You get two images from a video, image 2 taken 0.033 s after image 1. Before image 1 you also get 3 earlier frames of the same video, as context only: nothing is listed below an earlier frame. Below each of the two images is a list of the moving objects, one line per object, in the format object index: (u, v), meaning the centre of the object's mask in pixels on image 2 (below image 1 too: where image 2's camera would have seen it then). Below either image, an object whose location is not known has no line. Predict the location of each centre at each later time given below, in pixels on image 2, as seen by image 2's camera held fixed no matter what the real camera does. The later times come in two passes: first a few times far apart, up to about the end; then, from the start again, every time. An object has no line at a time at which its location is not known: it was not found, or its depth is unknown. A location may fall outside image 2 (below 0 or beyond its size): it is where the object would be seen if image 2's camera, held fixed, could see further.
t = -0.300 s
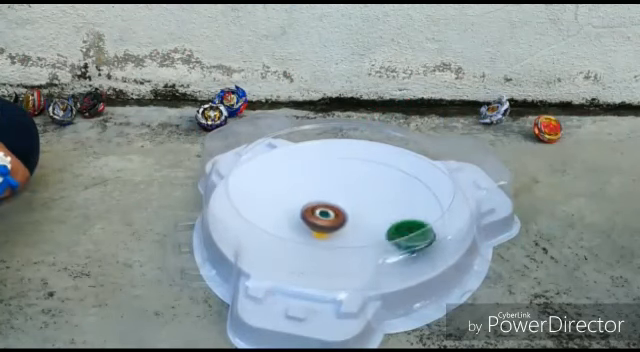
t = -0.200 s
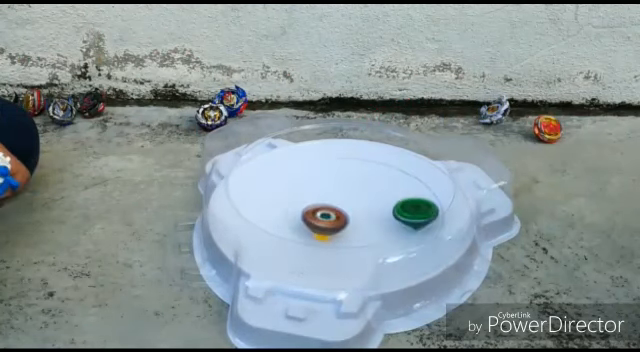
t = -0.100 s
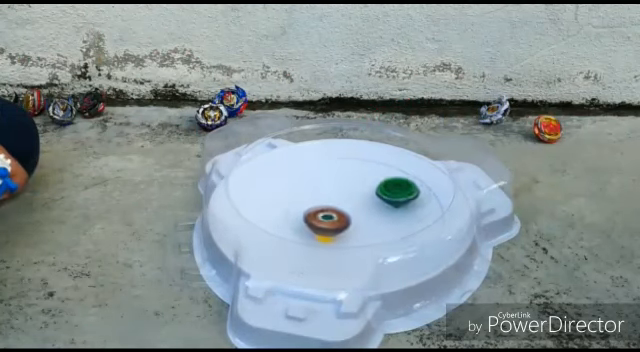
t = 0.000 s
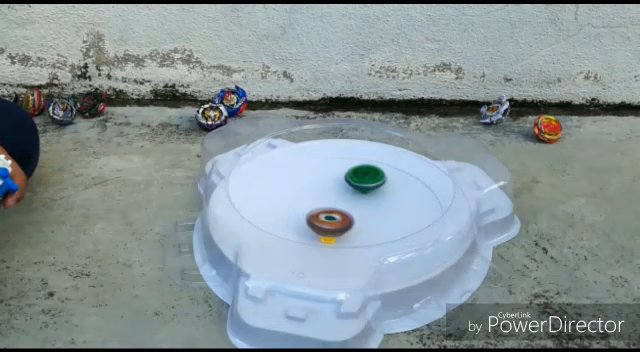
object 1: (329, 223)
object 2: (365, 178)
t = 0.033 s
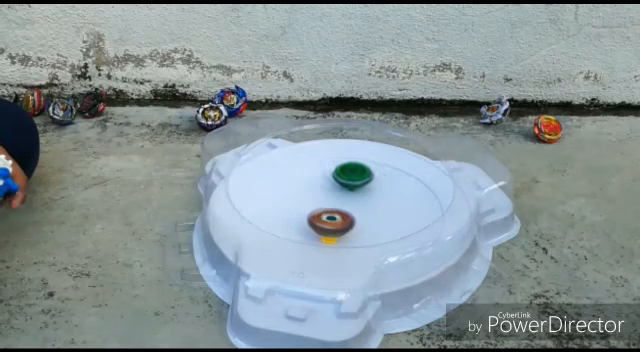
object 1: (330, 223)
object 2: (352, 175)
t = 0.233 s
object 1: (339, 224)
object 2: (281, 182)
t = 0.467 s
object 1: (350, 220)
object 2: (266, 227)
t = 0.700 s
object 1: (355, 212)
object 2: (383, 239)
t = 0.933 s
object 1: (350, 207)
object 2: (404, 190)
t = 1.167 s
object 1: (340, 202)
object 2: (340, 166)
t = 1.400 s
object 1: (334, 202)
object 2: (281, 196)
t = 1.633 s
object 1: (331, 204)
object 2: (311, 243)
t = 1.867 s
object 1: (331, 210)
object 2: (396, 240)
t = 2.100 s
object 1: (336, 218)
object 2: (405, 198)
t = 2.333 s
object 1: (343, 221)
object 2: (336, 179)
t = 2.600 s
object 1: (347, 220)
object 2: (271, 205)
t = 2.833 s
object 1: (348, 217)
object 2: (306, 243)
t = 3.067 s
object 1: (342, 212)
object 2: (384, 233)
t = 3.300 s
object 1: (333, 205)
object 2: (394, 191)
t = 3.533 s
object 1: (330, 205)
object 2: (338, 171)
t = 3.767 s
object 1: (331, 206)
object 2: (285, 196)
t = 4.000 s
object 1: (335, 211)
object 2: (303, 235)
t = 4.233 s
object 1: (343, 215)
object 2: (375, 241)
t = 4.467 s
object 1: (349, 215)
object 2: (401, 207)
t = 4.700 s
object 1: (350, 215)
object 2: (355, 182)
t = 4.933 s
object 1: (349, 213)
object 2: (295, 190)
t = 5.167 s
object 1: (342, 211)
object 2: (285, 224)
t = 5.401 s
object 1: (334, 210)
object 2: (345, 242)
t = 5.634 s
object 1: (332, 213)
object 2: (393, 217)
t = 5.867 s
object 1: (332, 214)
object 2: (375, 186)
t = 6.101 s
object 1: (335, 215)
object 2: (320, 184)
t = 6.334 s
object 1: (340, 213)
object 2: (289, 211)
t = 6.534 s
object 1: (343, 209)
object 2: (308, 236)
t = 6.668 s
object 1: (342, 207)
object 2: (341, 241)
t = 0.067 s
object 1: (331, 224)
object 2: (340, 174)
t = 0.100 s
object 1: (333, 224)
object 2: (326, 173)
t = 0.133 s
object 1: (334, 224)
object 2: (314, 174)
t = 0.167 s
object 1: (336, 224)
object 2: (302, 176)
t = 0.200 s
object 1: (338, 224)
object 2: (291, 178)
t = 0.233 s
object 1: (339, 224)
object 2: (281, 182)
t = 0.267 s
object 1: (341, 224)
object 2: (272, 186)
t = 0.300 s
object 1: (343, 223)
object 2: (266, 192)
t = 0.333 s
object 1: (345, 223)
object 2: (261, 198)
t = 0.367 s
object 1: (346, 222)
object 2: (258, 205)
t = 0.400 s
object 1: (347, 222)
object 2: (258, 212)
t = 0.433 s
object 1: (349, 221)
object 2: (260, 219)
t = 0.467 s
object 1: (350, 220)
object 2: (266, 227)
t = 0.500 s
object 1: (351, 219)
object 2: (274, 234)
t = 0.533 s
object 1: (353, 218)
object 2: (286, 241)
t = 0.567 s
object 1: (353, 218)
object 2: (299, 245)
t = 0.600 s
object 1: (354, 217)
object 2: (313, 248)
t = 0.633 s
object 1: (354, 216)
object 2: (328, 249)
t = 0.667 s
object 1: (355, 213)
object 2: (371, 243)
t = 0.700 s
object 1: (355, 212)
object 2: (383, 239)
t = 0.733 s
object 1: (354, 212)
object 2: (393, 234)
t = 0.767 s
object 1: (355, 211)
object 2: (400, 226)
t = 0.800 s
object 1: (354, 210)
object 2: (406, 219)
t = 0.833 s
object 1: (353, 209)
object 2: (409, 212)
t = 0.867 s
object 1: (352, 208)
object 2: (409, 204)
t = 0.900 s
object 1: (351, 207)
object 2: (408, 197)
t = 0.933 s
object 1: (350, 207)
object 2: (404, 190)
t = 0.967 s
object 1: (348, 206)
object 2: (398, 184)
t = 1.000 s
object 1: (347, 205)
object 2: (391, 178)
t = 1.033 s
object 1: (346, 205)
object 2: (383, 174)
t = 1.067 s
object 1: (344, 204)
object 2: (374, 170)
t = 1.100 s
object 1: (343, 203)
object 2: (363, 167)
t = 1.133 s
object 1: (342, 203)
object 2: (352, 166)
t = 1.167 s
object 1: (340, 202)
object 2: (340, 166)
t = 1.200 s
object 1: (340, 202)
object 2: (329, 167)
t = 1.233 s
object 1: (339, 202)
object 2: (318, 169)
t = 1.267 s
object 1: (338, 202)
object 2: (308, 173)
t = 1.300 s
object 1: (337, 202)
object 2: (299, 177)
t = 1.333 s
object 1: (336, 202)
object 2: (291, 183)
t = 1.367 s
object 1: (335, 202)
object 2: (285, 189)
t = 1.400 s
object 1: (334, 202)
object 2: (281, 196)
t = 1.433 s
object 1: (334, 202)
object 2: (279, 203)
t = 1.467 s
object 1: (333, 202)
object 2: (278, 211)
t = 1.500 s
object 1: (333, 203)
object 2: (281, 219)
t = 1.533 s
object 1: (333, 203)
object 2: (285, 226)
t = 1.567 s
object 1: (332, 203)
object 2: (292, 233)
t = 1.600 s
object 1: (332, 204)
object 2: (301, 238)
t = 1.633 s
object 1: (331, 204)
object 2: (311, 243)
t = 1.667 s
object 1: (331, 205)
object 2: (322, 246)
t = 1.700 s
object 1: (331, 206)
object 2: (335, 249)
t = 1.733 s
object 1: (331, 207)
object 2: (349, 250)
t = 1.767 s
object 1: (331, 208)
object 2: (362, 249)
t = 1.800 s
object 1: (331, 209)
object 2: (374, 247)
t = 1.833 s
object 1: (331, 210)
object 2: (385, 244)
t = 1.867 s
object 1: (331, 210)
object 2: (396, 240)
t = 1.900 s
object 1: (332, 212)
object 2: (404, 236)
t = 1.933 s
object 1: (332, 213)
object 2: (411, 229)
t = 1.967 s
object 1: (333, 214)
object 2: (414, 222)
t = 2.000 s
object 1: (334, 215)
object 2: (415, 215)
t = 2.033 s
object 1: (335, 216)
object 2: (414, 209)
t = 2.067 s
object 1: (336, 217)
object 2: (410, 203)
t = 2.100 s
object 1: (336, 218)
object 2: (405, 198)
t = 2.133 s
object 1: (338, 219)
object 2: (397, 192)
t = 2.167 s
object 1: (339, 220)
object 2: (389, 188)
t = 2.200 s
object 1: (340, 220)
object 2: (380, 185)
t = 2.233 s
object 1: (341, 220)
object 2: (369, 182)
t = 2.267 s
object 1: (342, 221)
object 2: (359, 180)
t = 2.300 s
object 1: (343, 221)
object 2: (347, 179)
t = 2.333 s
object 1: (343, 221)
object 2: (336, 179)
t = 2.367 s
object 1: (344, 221)
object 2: (324, 180)
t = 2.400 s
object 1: (344, 222)
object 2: (314, 181)
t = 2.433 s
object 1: (345, 221)
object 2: (304, 184)
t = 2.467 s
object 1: (346, 221)
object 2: (294, 187)
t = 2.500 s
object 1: (346, 221)
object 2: (286, 190)
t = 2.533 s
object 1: (347, 221)
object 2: (279, 195)
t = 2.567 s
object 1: (347, 221)
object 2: (274, 200)
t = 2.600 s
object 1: (347, 220)
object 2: (271, 205)
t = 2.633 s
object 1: (347, 220)
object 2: (269, 212)
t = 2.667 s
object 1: (347, 220)
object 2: (270, 217)
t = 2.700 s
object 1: (348, 220)
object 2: (273, 224)
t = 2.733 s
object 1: (348, 219)
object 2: (278, 230)
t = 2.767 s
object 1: (348, 219)
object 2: (285, 235)
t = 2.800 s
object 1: (348, 218)
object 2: (295, 240)
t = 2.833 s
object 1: (348, 217)
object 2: (306, 243)
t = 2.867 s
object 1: (347, 216)
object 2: (318, 246)
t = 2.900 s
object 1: (347, 215)
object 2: (330, 247)
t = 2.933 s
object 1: (346, 214)
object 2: (342, 246)
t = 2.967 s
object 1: (345, 213)
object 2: (354, 245)
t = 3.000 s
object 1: (344, 213)
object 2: (366, 242)
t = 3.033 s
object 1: (343, 212)
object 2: (375, 238)
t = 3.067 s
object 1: (342, 212)
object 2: (384, 233)
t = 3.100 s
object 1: (341, 210)
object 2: (391, 228)
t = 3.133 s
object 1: (340, 209)
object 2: (396, 222)
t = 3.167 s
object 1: (338, 208)
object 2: (399, 215)
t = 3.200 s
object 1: (337, 207)
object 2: (400, 209)
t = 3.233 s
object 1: (335, 207)
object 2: (400, 203)
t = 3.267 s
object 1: (334, 206)
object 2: (398, 197)
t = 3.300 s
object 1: (333, 205)
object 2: (394, 191)
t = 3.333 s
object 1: (332, 205)
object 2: (389, 186)
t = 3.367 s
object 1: (332, 205)
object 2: (382, 182)
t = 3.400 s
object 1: (331, 205)
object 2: (375, 178)
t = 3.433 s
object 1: (330, 205)
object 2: (367, 174)
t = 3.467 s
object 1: (330, 205)
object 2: (357, 172)
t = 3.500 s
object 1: (330, 205)
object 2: (348, 171)
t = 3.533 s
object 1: (330, 205)
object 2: (338, 171)
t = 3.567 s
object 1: (330, 205)
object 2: (328, 172)
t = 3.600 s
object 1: (330, 205)
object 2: (319, 174)
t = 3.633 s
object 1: (330, 205)
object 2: (310, 177)
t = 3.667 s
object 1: (330, 205)
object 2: (303, 181)
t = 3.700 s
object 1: (330, 206)
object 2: (296, 186)
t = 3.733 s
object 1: (330, 206)
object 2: (290, 190)
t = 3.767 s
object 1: (331, 206)
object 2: (285, 196)
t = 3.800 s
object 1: (331, 207)
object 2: (283, 201)
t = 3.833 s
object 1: (331, 208)
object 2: (282, 208)
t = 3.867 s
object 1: (332, 208)
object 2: (283, 214)
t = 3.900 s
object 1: (332, 209)
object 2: (285, 220)
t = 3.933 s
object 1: (333, 209)
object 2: (290, 225)
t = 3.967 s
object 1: (334, 210)
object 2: (296, 230)
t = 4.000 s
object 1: (335, 211)
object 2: (303, 235)
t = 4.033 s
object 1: (336, 211)
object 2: (311, 239)
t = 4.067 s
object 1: (337, 212)
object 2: (321, 242)
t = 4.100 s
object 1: (338, 212)
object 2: (332, 245)
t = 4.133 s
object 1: (339, 213)
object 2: (343, 245)
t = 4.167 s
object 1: (340, 213)
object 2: (355, 245)
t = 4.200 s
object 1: (341, 214)
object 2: (366, 243)
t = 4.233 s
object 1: (343, 215)
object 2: (375, 241)
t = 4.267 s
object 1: (344, 215)
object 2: (384, 237)
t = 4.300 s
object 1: (345, 215)
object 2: (392, 234)
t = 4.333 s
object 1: (346, 215)
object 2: (397, 229)
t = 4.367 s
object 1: (347, 215)
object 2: (401, 223)
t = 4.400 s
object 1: (348, 215)
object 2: (403, 218)
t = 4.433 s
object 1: (348, 215)
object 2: (403, 212)
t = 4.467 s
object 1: (349, 215)
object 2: (401, 207)
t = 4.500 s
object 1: (349, 215)
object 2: (398, 202)
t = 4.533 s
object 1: (350, 215)
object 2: (393, 197)
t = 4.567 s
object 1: (350, 215)
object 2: (388, 193)
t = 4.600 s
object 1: (350, 215)
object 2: (381, 189)
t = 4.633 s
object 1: (350, 215)
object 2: (372, 186)
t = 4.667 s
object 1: (350, 215)
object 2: (364, 184)
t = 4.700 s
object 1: (350, 215)
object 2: (355, 182)
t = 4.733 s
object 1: (351, 214)
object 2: (346, 182)
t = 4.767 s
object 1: (350, 213)
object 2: (337, 181)
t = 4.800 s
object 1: (350, 214)
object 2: (327, 182)
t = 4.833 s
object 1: (350, 213)
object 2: (318, 183)
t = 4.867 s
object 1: (350, 213)
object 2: (310, 185)
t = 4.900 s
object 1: (349, 213)
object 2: (302, 187)
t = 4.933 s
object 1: (349, 213)
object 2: (295, 190)
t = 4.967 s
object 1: (348, 212)
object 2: (289, 194)
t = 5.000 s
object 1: (347, 212)
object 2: (284, 199)
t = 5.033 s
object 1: (347, 211)
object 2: (281, 204)
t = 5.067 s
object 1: (346, 211)
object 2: (280, 209)
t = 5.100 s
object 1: (344, 211)
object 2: (280, 214)
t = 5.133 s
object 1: (343, 211)
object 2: (282, 219)
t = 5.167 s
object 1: (342, 211)
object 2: (285, 224)
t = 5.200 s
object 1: (341, 211)
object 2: (291, 229)
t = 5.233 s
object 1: (340, 211)
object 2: (297, 233)
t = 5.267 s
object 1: (338, 211)
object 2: (305, 237)
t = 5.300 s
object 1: (337, 211)
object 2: (314, 240)
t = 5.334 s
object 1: (336, 210)
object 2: (324, 242)
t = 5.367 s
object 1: (335, 210)
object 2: (334, 242)
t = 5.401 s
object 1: (334, 210)
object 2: (345, 242)
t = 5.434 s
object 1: (333, 211)
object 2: (355, 241)
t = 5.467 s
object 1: (333, 212)
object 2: (364, 238)
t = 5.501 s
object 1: (333, 212)
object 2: (372, 235)
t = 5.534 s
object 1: (332, 212)
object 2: (380, 232)
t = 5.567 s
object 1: (332, 213)
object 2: (386, 227)
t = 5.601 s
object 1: (332, 213)
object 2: (390, 222)
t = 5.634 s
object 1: (332, 213)
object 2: (393, 217)
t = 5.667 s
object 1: (332, 213)
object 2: (394, 212)
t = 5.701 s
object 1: (331, 213)
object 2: (394, 207)
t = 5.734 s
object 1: (331, 214)
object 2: (392, 203)
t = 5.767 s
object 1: (331, 214)
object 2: (390, 198)
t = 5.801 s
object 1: (331, 214)
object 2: (386, 193)
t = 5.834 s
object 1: (332, 214)
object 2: (381, 190)
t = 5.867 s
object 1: (332, 214)
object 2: (375, 186)
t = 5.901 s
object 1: (332, 215)
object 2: (368, 184)
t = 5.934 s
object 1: (332, 215)
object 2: (360, 182)
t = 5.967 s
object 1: (333, 215)
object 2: (353, 181)
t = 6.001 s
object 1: (333, 215)
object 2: (344, 180)
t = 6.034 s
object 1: (334, 215)
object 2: (336, 181)
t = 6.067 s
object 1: (334, 215)
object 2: (328, 182)
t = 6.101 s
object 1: (335, 215)
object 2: (320, 184)
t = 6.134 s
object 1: (335, 215)
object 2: (313, 186)
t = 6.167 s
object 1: (336, 215)
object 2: (307, 189)
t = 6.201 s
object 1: (337, 215)
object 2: (302, 193)
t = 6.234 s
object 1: (337, 214)
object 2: (298, 197)
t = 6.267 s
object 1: (338, 214)
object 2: (294, 202)
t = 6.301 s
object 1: (339, 213)
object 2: (291, 206)
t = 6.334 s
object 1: (340, 213)
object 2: (289, 211)
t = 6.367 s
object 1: (341, 212)
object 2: (289, 215)
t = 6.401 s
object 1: (342, 211)
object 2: (290, 220)
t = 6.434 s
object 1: (342, 211)
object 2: (293, 224)
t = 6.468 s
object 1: (342, 210)
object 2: (296, 228)
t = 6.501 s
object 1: (342, 210)
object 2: (301, 233)
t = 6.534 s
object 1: (343, 209)
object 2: (308, 236)
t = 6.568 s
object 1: (343, 209)
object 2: (315, 238)
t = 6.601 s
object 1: (343, 208)
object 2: (324, 240)
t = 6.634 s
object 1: (343, 208)
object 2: (332, 241)
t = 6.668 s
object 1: (342, 207)
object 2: (341, 241)
